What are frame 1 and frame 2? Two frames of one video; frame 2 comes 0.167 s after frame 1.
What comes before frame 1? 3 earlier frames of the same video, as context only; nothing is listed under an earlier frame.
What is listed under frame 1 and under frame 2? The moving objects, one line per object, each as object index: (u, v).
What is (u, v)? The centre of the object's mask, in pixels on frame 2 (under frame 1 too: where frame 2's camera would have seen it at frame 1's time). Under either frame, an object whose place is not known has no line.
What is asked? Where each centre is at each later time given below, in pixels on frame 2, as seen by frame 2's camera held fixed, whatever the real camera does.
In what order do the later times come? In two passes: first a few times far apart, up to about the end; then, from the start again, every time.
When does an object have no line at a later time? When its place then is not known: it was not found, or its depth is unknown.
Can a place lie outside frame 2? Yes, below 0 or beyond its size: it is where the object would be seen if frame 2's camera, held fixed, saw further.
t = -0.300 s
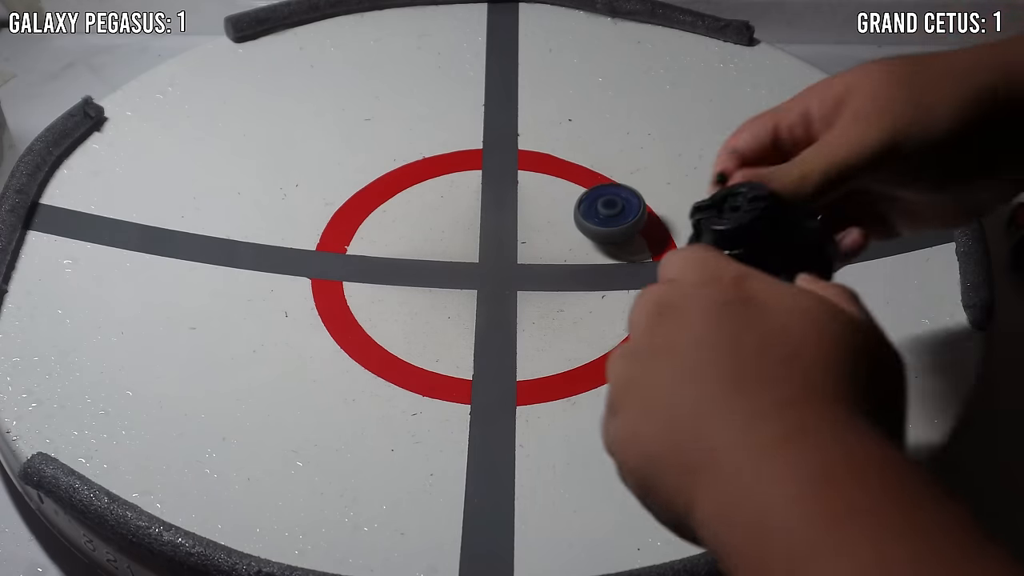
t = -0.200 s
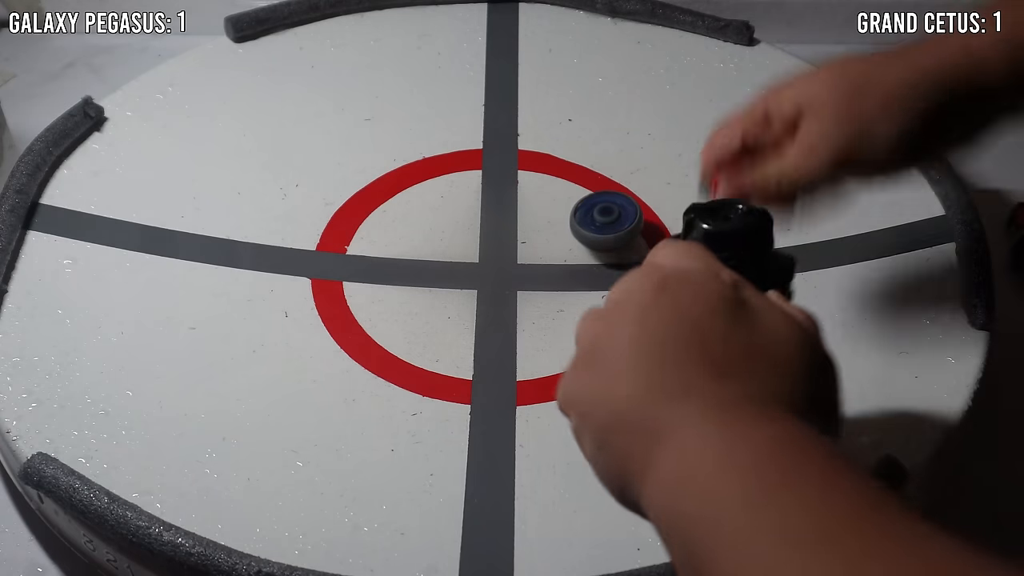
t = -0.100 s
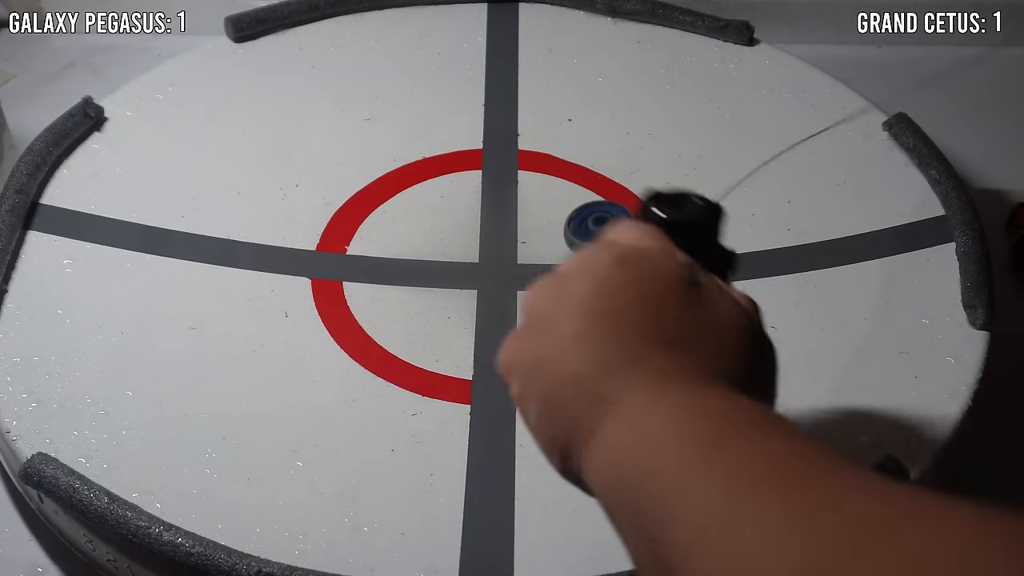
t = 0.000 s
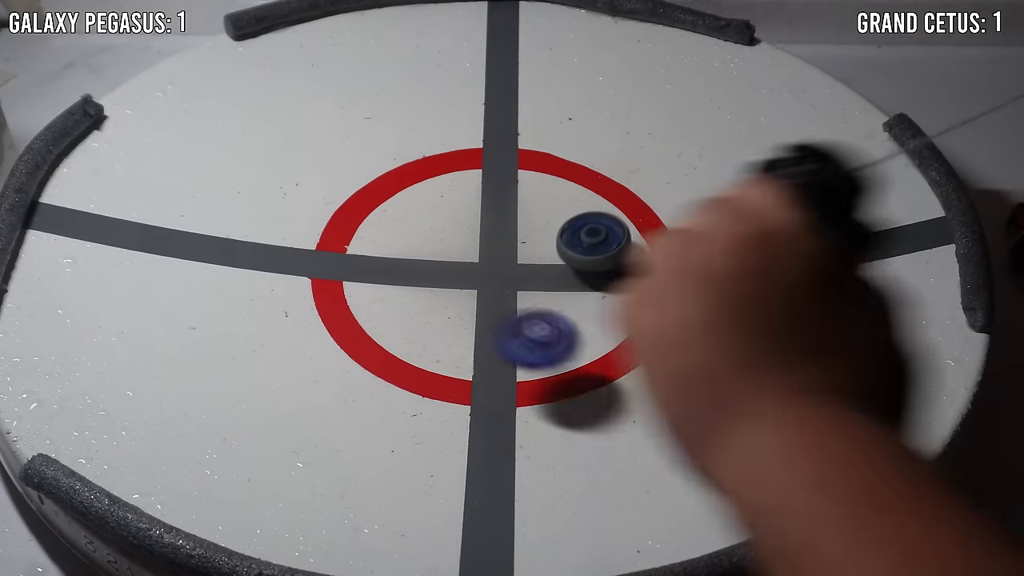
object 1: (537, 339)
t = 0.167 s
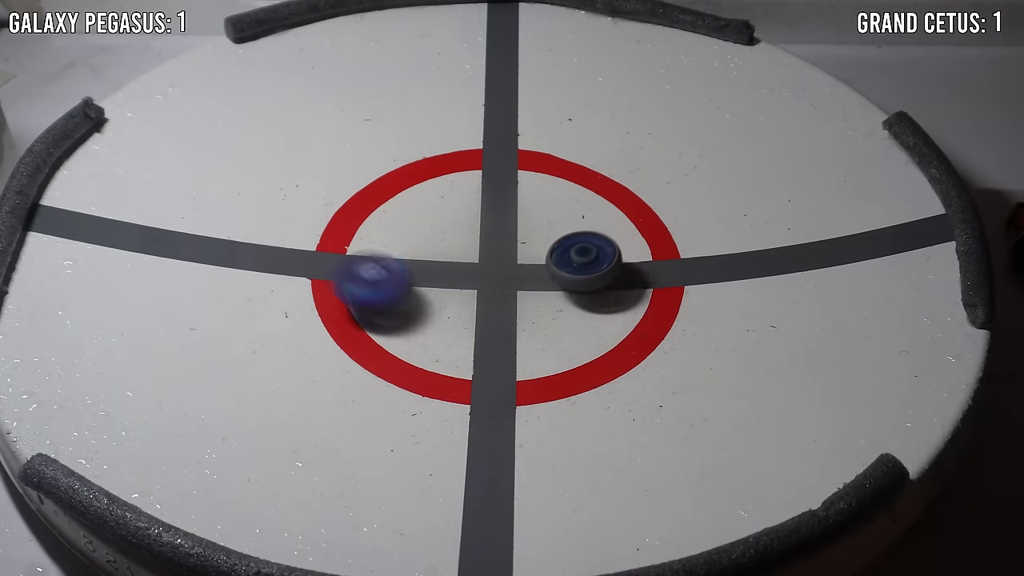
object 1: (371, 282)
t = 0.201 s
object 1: (340, 264)
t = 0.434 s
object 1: (137, 244)
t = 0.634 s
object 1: (38, 364)
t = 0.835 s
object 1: (300, 422)
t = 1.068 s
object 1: (408, 376)
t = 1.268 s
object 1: (413, 318)
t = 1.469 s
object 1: (350, 247)
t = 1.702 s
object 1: (250, 232)
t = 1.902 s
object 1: (228, 252)
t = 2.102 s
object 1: (314, 264)
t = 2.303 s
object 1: (402, 215)
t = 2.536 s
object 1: (407, 146)
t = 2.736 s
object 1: (362, 147)
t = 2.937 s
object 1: (386, 192)
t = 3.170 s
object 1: (512, 213)
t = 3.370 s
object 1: (590, 187)
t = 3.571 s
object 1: (584, 154)
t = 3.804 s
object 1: (518, 182)
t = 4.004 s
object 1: (523, 234)
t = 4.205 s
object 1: (578, 274)
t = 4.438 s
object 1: (633, 257)
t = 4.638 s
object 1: (581, 244)
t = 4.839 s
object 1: (518, 267)
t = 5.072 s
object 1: (490, 313)
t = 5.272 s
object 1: (508, 318)
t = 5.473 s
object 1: (504, 293)
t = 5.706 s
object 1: (461, 259)
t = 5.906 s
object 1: (409, 249)
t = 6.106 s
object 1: (391, 254)
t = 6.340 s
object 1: (406, 257)
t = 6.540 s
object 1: (451, 246)
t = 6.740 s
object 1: (484, 221)
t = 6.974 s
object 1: (492, 192)
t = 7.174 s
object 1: (489, 190)
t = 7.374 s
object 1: (491, 206)
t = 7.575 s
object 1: (515, 236)
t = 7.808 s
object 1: (566, 259)
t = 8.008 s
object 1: (593, 258)
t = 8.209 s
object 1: (585, 253)
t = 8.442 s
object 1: (545, 252)
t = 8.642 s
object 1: (497, 267)
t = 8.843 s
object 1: (474, 287)
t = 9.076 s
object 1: (472, 293)
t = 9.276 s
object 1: (462, 287)
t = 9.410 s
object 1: (429, 278)
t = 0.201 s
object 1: (340, 264)
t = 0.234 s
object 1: (310, 254)
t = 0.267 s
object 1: (281, 244)
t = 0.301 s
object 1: (254, 236)
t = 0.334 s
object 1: (228, 234)
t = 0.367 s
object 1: (198, 233)
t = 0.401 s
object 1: (168, 237)
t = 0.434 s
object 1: (137, 244)
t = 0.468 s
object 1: (107, 253)
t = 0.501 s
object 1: (75, 269)
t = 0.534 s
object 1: (51, 288)
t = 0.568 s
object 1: (36, 314)
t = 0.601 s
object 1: (34, 337)
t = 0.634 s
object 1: (38, 364)
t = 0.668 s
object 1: (53, 386)
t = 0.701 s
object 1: (89, 408)
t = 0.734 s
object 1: (134, 423)
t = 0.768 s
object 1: (184, 430)
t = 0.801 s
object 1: (241, 427)
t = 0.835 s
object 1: (300, 422)
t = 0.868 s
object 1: (353, 405)
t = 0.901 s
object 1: (402, 385)
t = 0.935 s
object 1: (443, 360)
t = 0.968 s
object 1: (432, 367)
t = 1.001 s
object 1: (419, 373)
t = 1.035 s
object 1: (410, 378)
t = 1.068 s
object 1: (408, 376)
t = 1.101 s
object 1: (408, 371)
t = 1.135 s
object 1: (413, 360)
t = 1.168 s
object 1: (418, 352)
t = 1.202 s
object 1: (418, 342)
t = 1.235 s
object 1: (417, 332)
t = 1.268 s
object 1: (413, 318)
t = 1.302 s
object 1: (409, 302)
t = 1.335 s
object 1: (401, 290)
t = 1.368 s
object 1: (390, 277)
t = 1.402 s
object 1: (377, 265)
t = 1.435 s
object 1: (364, 256)
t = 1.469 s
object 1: (350, 247)
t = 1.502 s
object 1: (335, 240)
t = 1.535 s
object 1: (319, 235)
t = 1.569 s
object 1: (303, 233)
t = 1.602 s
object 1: (286, 232)
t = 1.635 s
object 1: (270, 231)
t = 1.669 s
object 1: (258, 231)
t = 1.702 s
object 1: (250, 232)
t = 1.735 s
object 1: (242, 234)
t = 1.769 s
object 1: (234, 237)
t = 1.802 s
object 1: (224, 240)
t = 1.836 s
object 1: (220, 244)
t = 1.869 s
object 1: (224, 246)
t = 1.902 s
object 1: (228, 252)
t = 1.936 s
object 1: (233, 256)
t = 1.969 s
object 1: (244, 259)
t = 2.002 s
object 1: (259, 263)
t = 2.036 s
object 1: (276, 265)
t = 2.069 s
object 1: (294, 265)
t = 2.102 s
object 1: (314, 264)
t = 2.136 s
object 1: (335, 262)
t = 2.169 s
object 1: (357, 253)
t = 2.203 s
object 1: (375, 245)
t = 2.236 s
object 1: (386, 235)
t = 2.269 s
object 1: (394, 226)
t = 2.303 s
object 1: (402, 215)
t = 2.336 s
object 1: (411, 202)
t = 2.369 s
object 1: (418, 188)
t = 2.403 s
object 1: (420, 177)
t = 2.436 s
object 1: (419, 169)
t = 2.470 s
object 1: (415, 159)
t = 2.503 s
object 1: (411, 152)
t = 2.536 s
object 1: (407, 146)
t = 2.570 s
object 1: (399, 142)
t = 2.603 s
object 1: (390, 139)
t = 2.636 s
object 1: (382, 138)
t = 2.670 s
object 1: (375, 138)
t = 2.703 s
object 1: (369, 140)
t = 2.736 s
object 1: (362, 147)
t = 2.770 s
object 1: (358, 154)
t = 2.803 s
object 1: (358, 161)
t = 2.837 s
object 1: (362, 169)
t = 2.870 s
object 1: (367, 178)
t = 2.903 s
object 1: (374, 185)
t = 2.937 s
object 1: (386, 192)
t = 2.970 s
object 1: (401, 199)
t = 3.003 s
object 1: (415, 207)
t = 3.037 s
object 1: (431, 212)
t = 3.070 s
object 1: (450, 216)
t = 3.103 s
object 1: (473, 216)
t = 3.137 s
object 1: (494, 215)
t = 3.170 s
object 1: (512, 213)
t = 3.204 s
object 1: (528, 211)
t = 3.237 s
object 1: (544, 208)
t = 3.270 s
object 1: (558, 205)
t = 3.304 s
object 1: (571, 200)
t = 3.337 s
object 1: (581, 194)
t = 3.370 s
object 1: (590, 187)
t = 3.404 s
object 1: (596, 180)
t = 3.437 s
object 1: (600, 173)
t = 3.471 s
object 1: (599, 166)
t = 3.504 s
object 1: (597, 161)
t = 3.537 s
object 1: (591, 157)
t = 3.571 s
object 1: (584, 154)
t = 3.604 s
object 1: (574, 153)
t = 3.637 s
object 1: (563, 156)
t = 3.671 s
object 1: (551, 158)
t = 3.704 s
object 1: (542, 161)
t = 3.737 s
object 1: (534, 166)
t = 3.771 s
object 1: (525, 173)
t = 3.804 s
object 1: (518, 182)
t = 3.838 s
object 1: (511, 190)
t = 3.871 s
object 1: (510, 200)
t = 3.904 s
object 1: (515, 210)
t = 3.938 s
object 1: (516, 218)
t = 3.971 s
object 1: (518, 226)
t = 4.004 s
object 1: (523, 234)
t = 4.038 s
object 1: (530, 243)
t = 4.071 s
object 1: (536, 251)
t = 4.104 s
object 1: (544, 259)
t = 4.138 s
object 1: (554, 266)
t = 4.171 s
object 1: (567, 271)
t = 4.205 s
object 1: (578, 274)
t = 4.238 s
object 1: (590, 277)
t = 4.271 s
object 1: (601, 278)
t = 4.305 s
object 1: (611, 278)
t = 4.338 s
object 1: (619, 275)
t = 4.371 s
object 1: (625, 271)
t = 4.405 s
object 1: (629, 262)
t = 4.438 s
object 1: (633, 257)
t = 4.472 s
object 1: (632, 252)
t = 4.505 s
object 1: (625, 247)
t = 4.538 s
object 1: (617, 246)
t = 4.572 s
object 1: (604, 244)
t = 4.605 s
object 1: (591, 244)
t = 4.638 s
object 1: (581, 244)
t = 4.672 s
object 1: (570, 245)
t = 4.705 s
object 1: (559, 247)
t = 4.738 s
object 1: (547, 251)
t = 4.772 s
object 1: (536, 256)
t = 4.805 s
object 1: (526, 260)
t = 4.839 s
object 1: (518, 267)
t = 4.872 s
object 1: (510, 272)
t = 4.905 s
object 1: (503, 279)
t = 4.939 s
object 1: (497, 285)
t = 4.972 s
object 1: (492, 292)
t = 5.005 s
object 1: (490, 299)
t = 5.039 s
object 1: (490, 306)
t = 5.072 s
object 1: (490, 313)
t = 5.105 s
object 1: (490, 316)
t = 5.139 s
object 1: (493, 317)
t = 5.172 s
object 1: (498, 318)
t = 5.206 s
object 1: (503, 319)
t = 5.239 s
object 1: (506, 319)
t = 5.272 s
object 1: (508, 318)
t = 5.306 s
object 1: (510, 316)
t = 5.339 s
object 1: (511, 312)
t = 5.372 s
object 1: (513, 308)
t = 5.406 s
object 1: (511, 302)
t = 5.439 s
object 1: (507, 297)
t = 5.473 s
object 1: (504, 293)
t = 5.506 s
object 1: (499, 289)
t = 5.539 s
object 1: (494, 283)
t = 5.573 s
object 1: (489, 277)
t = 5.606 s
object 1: (485, 272)
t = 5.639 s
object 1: (478, 266)
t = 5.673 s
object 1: (471, 263)
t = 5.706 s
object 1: (461, 259)
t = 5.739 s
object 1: (452, 257)
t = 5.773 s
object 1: (443, 255)
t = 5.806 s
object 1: (434, 250)
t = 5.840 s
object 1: (426, 249)
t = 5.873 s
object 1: (416, 247)
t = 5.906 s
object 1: (409, 249)
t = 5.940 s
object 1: (403, 249)
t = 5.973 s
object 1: (399, 251)
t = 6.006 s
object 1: (396, 252)
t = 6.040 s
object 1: (393, 252)
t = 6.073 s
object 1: (391, 253)
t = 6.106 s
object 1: (391, 254)
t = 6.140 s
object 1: (392, 254)
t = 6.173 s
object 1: (394, 255)
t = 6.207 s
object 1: (395, 256)
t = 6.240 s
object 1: (396, 256)
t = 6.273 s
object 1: (398, 257)
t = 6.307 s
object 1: (401, 256)
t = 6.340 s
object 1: (406, 257)
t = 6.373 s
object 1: (412, 256)
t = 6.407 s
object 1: (420, 256)
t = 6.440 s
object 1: (428, 255)
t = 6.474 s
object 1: (436, 253)
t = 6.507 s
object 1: (444, 251)
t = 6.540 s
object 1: (451, 246)
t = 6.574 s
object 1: (456, 242)
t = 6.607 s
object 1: (460, 238)
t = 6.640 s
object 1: (464, 233)
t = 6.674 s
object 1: (471, 231)
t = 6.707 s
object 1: (477, 226)
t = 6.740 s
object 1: (484, 221)
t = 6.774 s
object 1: (489, 215)
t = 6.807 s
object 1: (491, 210)
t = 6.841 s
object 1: (493, 205)
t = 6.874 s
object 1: (493, 202)
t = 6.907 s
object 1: (492, 198)
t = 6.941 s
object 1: (493, 195)
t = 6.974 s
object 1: (492, 192)
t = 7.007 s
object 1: (492, 190)
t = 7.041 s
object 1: (492, 189)
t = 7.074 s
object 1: (490, 187)
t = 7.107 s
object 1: (490, 188)
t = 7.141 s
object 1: (489, 189)
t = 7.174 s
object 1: (489, 190)
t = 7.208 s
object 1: (488, 192)
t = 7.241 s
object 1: (487, 194)
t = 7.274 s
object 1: (487, 196)
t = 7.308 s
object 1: (487, 199)
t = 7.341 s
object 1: (489, 203)
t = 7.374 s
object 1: (491, 206)
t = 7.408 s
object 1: (493, 210)
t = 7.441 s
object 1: (495, 215)
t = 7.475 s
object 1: (499, 221)
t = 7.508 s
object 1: (504, 226)
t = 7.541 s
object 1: (510, 232)
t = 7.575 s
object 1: (515, 236)
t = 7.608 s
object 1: (523, 240)
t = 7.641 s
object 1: (530, 244)
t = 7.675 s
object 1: (537, 247)
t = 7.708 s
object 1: (544, 252)
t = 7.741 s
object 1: (553, 255)
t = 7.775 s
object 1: (560, 257)
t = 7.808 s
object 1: (566, 259)
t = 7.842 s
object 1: (573, 260)
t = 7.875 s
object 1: (580, 260)
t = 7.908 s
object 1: (585, 260)
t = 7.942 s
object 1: (589, 260)
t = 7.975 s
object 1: (592, 259)
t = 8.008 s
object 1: (593, 258)
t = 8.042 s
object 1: (594, 258)
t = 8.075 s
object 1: (595, 258)
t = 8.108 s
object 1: (592, 257)
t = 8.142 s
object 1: (591, 256)
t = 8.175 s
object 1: (589, 253)
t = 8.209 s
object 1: (585, 253)
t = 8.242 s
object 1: (582, 252)
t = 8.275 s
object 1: (577, 251)
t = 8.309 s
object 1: (572, 251)
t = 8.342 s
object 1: (567, 250)
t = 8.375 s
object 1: (560, 250)
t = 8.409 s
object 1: (552, 251)
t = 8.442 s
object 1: (545, 252)
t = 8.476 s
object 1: (535, 255)
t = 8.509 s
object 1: (527, 257)
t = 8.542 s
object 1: (518, 258)
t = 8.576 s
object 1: (511, 261)
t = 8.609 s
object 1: (504, 263)
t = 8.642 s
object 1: (497, 267)
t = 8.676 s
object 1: (491, 270)
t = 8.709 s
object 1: (484, 275)
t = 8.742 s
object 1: (481, 278)
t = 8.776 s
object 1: (477, 282)
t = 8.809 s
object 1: (475, 286)
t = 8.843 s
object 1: (474, 287)
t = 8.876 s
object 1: (471, 289)
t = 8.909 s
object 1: (472, 291)
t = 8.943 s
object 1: (469, 293)
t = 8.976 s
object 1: (469, 293)
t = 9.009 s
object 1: (470, 295)
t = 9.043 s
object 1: (473, 294)
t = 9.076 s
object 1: (472, 293)
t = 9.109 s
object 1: (475, 293)
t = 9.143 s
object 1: (475, 292)
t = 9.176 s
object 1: (478, 291)
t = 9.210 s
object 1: (477, 290)
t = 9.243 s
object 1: (473, 289)
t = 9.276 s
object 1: (462, 287)
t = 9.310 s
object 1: (455, 284)
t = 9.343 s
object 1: (446, 282)
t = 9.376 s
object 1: (440, 281)
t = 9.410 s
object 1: (429, 278)
